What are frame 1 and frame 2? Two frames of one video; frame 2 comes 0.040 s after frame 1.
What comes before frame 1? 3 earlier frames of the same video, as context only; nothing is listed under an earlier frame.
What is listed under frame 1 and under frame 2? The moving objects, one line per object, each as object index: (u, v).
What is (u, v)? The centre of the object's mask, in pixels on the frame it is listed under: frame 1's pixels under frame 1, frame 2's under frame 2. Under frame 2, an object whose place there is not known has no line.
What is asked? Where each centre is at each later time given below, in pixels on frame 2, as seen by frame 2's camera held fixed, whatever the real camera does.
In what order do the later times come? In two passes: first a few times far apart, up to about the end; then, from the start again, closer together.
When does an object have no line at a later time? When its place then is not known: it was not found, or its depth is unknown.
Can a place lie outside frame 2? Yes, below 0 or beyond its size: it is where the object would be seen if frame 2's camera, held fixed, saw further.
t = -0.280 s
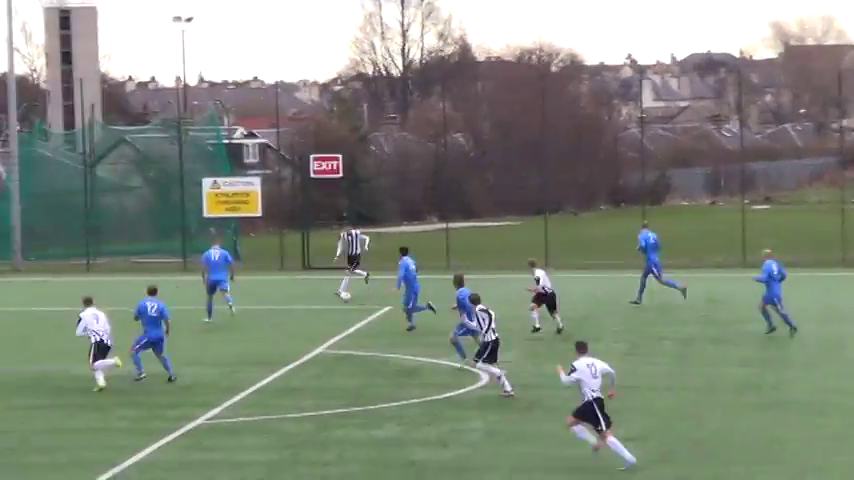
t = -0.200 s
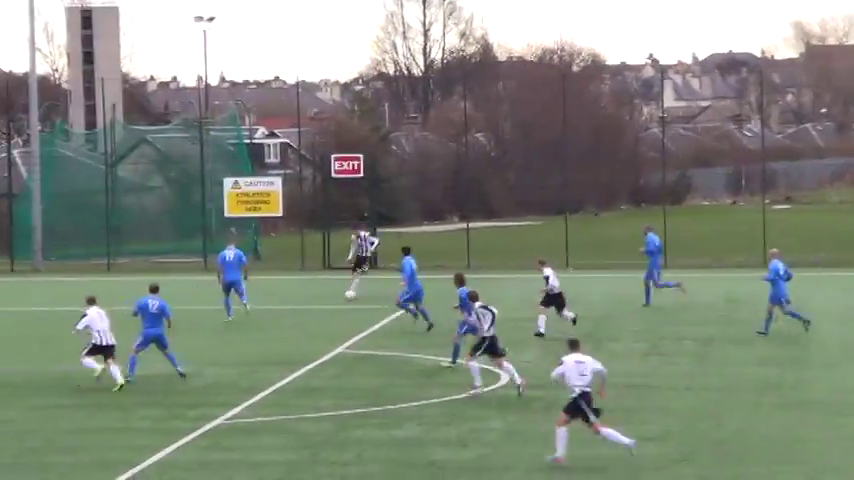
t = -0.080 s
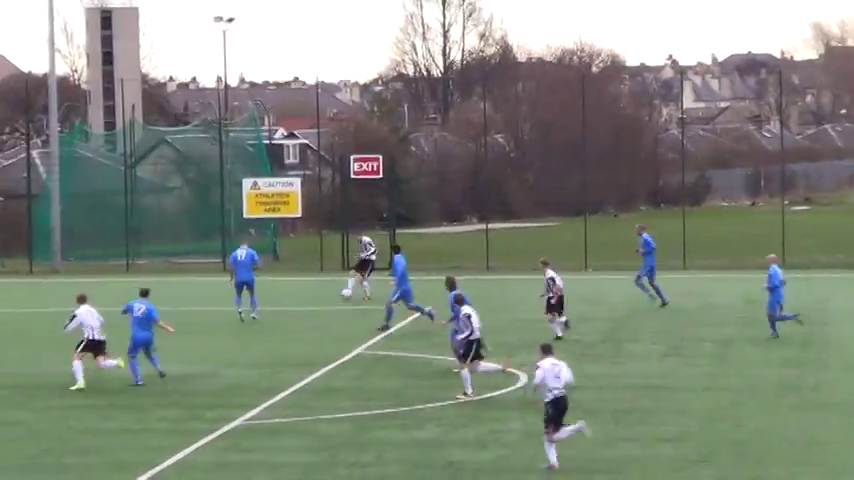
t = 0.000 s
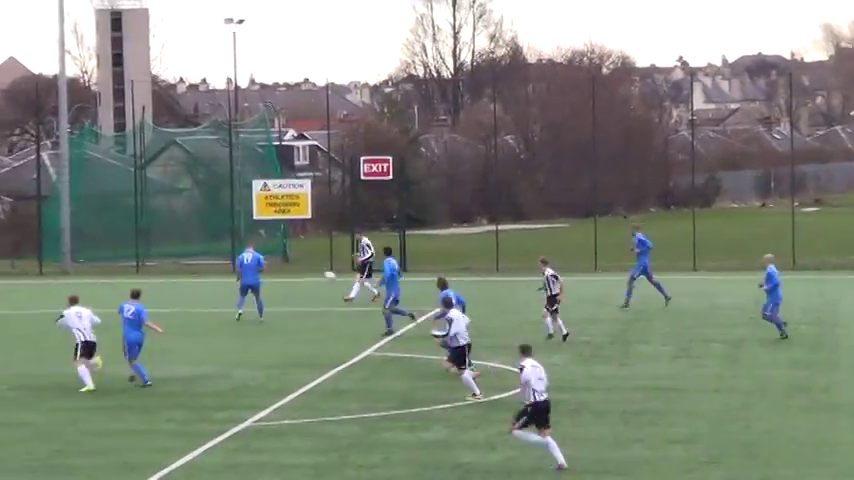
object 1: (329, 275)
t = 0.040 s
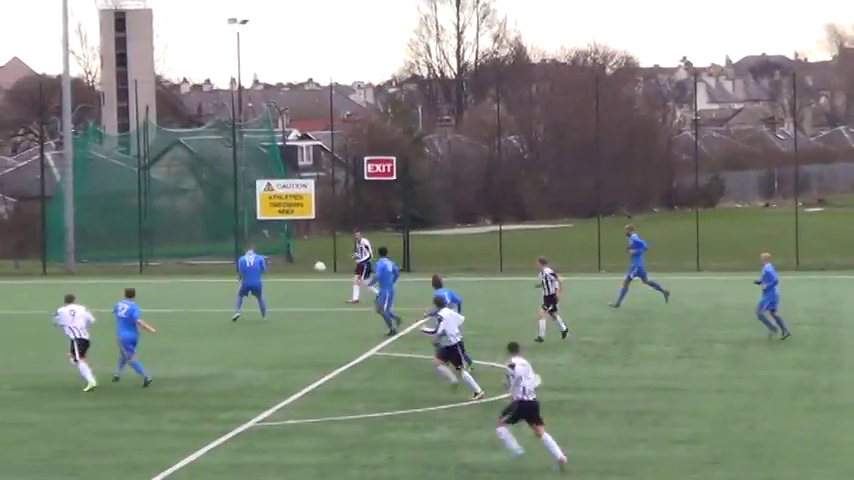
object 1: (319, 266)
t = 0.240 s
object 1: (252, 222)
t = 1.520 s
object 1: (-303, 194)
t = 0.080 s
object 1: (306, 257)
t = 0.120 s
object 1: (293, 248)
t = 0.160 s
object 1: (279, 238)
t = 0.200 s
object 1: (266, 230)
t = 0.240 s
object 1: (252, 222)
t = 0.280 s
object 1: (239, 214)
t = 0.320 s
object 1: (225, 206)
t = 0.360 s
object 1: (211, 199)
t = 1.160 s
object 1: (-118, 139)
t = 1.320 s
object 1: (-196, 157)
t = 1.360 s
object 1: (-217, 163)
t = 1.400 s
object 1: (-238, 169)
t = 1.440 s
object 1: (-258, 177)
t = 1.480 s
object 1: (-280, 184)
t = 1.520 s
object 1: (-303, 194)
